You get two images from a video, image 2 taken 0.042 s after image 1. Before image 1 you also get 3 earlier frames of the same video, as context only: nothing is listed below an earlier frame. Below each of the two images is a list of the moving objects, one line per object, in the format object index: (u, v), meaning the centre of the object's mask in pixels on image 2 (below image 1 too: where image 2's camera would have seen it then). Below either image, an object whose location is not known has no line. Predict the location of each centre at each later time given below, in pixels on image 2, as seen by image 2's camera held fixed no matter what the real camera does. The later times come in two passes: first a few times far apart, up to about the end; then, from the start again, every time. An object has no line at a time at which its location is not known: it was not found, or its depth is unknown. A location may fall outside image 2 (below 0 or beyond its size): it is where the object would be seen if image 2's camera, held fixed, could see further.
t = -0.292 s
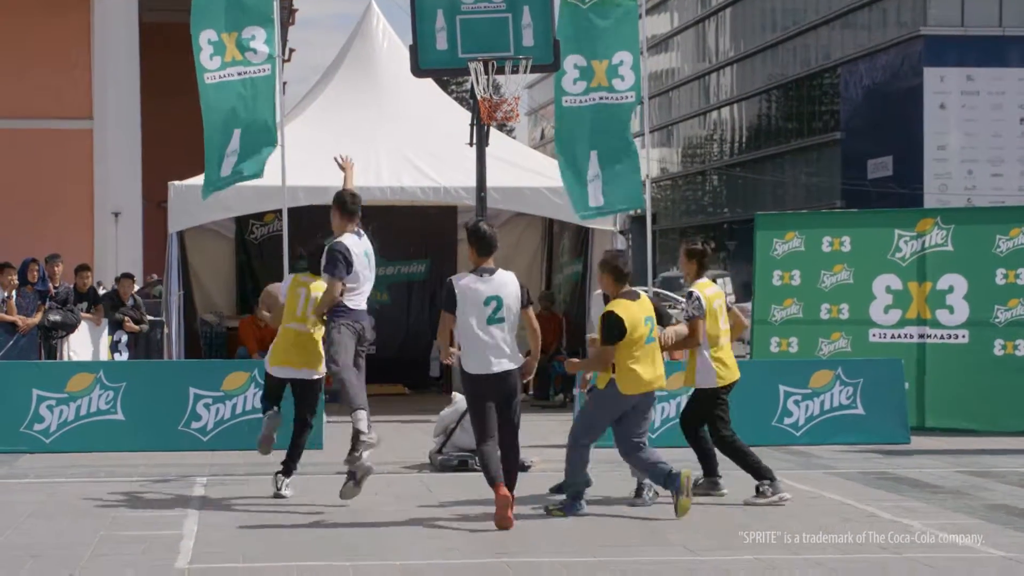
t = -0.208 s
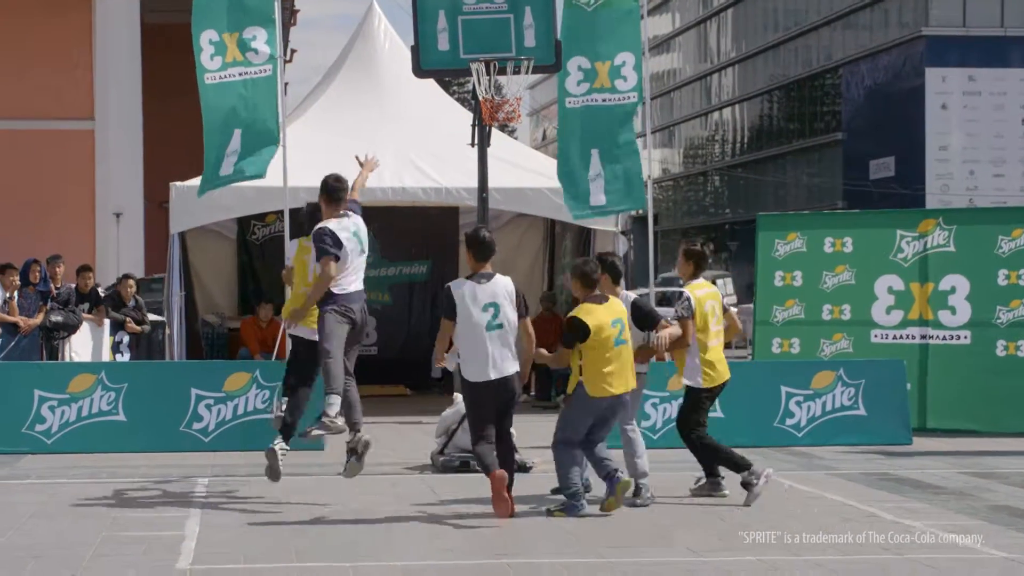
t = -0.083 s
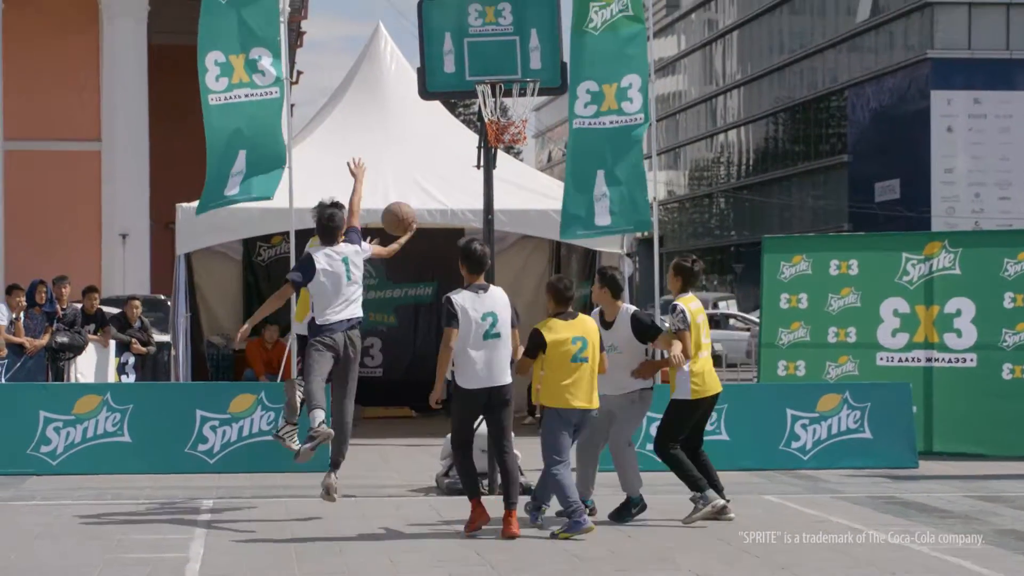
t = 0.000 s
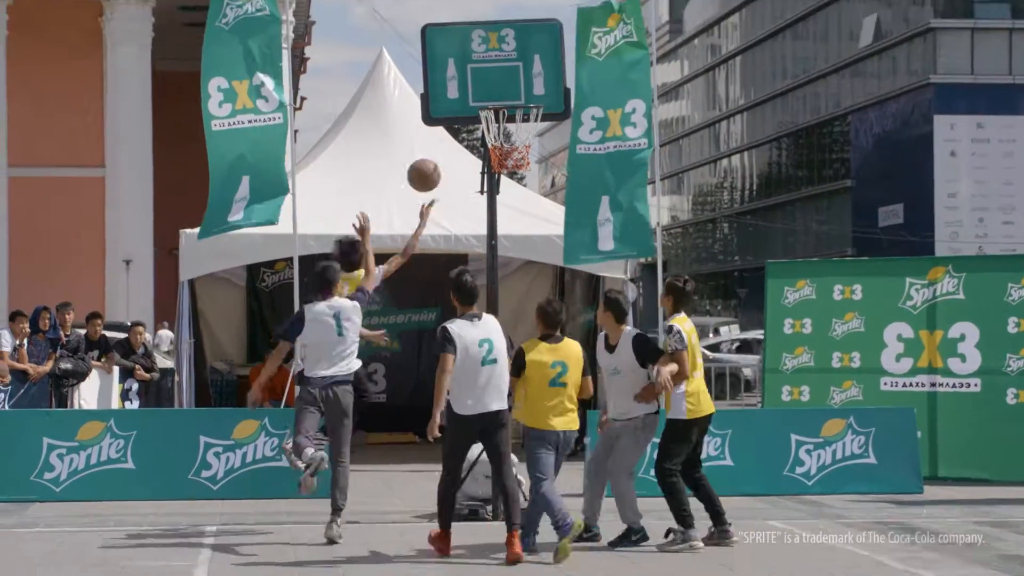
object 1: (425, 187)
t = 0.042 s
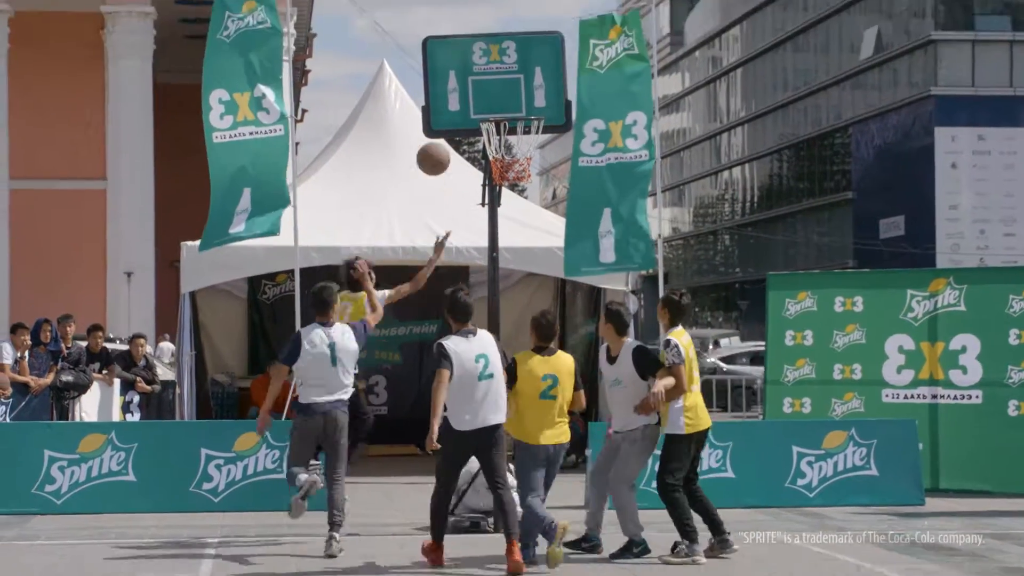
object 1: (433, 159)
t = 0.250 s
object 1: (474, 76)
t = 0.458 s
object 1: (500, 96)
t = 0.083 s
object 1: (442, 134)
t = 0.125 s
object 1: (450, 114)
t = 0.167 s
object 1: (459, 97)
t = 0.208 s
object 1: (467, 85)
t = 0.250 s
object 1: (474, 76)
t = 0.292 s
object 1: (482, 72)
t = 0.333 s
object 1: (486, 72)
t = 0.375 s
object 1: (491, 76)
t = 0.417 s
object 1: (495, 85)
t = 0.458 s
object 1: (500, 96)
